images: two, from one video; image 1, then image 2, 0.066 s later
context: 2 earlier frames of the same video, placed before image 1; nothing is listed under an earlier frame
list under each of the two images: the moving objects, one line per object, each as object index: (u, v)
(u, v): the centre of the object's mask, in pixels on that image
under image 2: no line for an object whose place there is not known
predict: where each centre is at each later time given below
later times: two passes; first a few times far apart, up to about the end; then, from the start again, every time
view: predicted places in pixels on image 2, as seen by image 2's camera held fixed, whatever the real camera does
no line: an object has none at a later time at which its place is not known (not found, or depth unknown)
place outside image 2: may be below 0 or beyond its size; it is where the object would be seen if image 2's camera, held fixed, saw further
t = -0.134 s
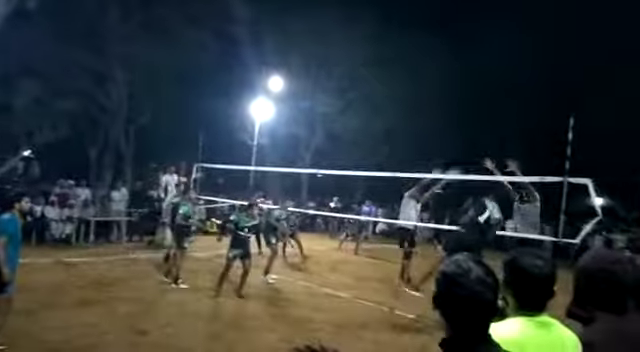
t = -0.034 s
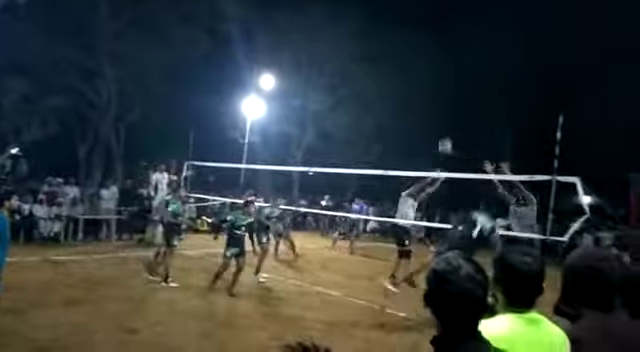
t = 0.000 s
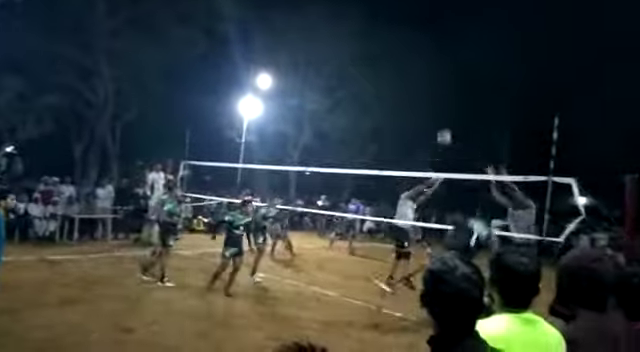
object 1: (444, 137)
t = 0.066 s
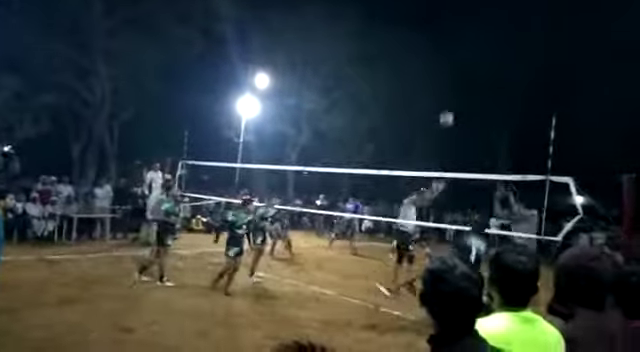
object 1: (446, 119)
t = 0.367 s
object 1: (462, 63)
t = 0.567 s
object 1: (472, 53)
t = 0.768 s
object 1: (481, 67)
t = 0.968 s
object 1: (488, 107)
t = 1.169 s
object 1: (495, 184)
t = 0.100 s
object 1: (448, 111)
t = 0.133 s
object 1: (451, 103)
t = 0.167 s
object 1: (452, 96)
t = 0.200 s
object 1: (453, 90)
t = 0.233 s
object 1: (455, 83)
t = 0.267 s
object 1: (457, 77)
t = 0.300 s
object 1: (459, 72)
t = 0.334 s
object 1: (461, 67)
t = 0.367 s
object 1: (462, 63)
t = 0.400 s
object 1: (464, 60)
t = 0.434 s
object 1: (466, 58)
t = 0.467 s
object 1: (467, 56)
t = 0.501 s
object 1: (469, 55)
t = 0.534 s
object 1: (471, 54)
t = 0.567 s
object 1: (472, 53)
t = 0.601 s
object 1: (473, 54)
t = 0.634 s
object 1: (475, 55)
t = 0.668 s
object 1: (477, 56)
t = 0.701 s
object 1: (479, 59)
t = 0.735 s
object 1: (480, 62)
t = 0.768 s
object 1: (481, 67)
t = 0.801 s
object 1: (482, 72)
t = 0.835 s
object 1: (484, 78)
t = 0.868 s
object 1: (484, 84)
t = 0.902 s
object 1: (486, 90)
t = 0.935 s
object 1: (487, 98)
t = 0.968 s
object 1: (488, 107)
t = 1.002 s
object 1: (490, 117)
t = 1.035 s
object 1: (491, 128)
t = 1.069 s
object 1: (491, 139)
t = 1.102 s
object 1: (493, 152)
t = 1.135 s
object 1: (493, 165)
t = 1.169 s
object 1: (495, 184)
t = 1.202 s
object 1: (496, 195)
